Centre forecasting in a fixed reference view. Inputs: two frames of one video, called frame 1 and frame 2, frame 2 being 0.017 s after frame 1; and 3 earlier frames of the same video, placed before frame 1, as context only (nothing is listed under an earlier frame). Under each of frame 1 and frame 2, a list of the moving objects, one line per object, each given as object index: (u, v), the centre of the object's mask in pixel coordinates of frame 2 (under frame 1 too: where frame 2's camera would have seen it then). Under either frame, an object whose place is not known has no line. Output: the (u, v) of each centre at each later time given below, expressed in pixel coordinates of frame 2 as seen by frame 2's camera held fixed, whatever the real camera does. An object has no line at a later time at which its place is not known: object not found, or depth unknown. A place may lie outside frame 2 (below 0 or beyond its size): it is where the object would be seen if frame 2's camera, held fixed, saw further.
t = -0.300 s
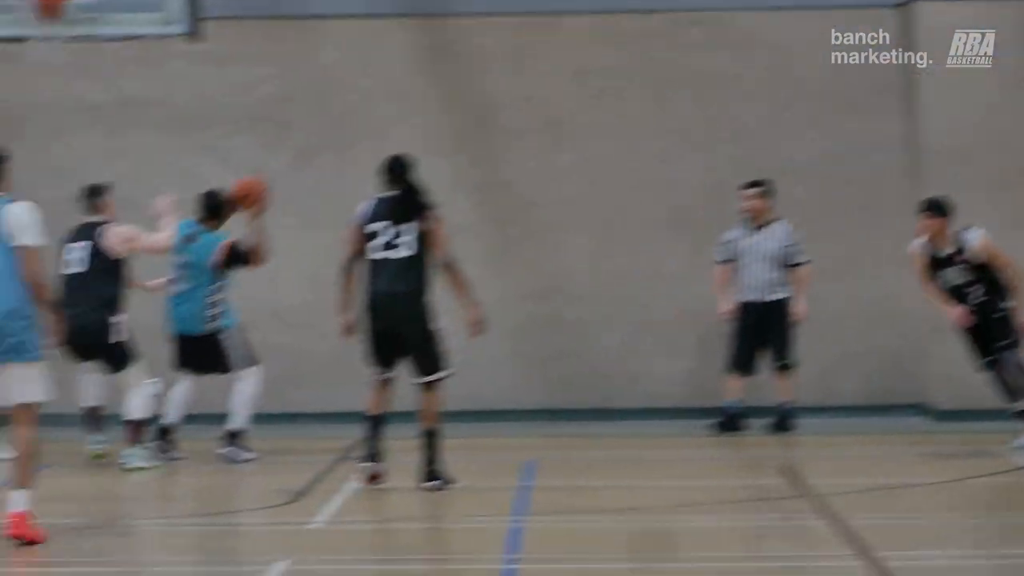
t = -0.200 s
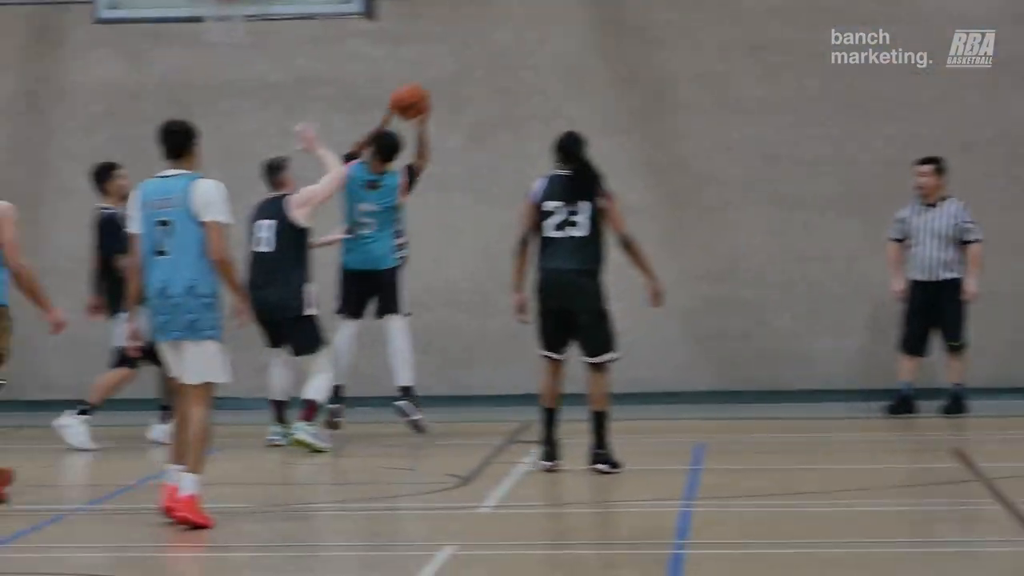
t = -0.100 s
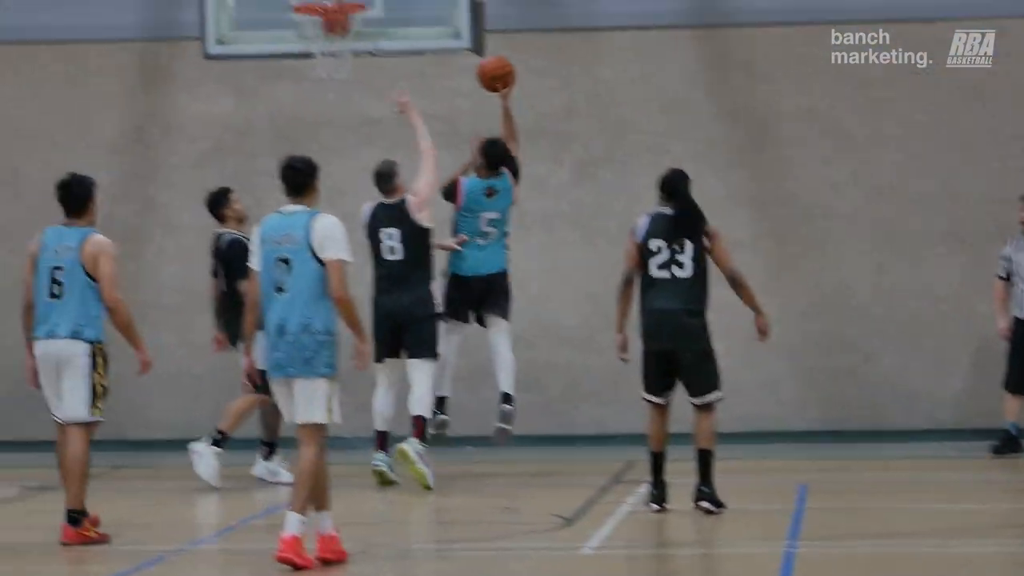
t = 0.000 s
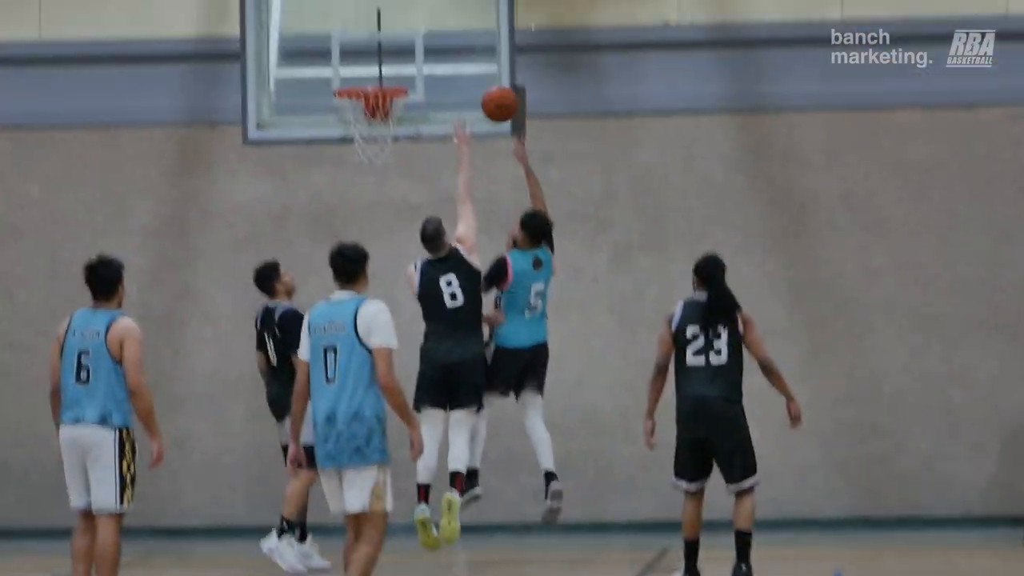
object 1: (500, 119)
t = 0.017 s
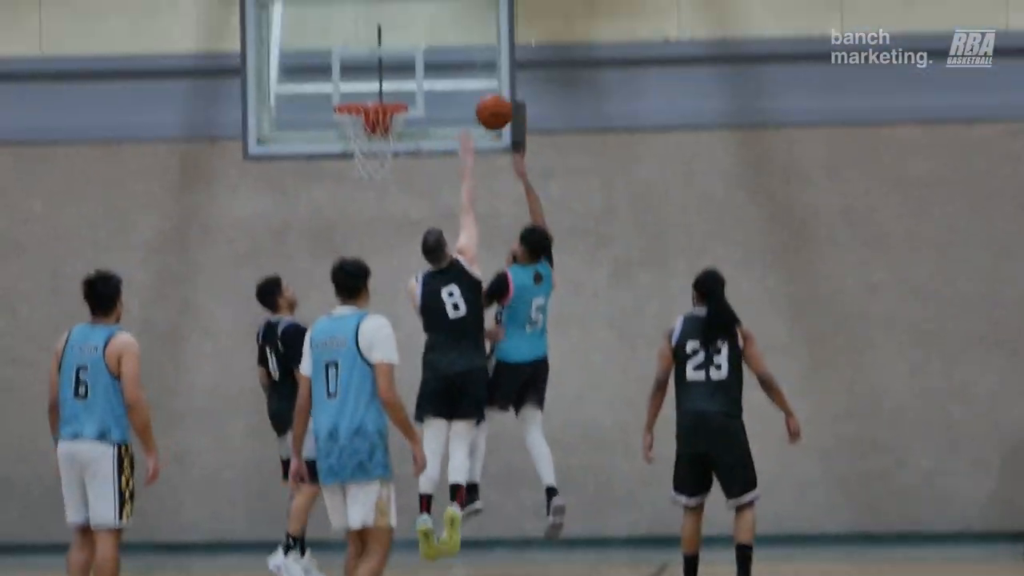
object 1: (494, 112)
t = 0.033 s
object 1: (486, 105)
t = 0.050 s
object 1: (481, 98)
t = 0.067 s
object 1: (475, 92)
